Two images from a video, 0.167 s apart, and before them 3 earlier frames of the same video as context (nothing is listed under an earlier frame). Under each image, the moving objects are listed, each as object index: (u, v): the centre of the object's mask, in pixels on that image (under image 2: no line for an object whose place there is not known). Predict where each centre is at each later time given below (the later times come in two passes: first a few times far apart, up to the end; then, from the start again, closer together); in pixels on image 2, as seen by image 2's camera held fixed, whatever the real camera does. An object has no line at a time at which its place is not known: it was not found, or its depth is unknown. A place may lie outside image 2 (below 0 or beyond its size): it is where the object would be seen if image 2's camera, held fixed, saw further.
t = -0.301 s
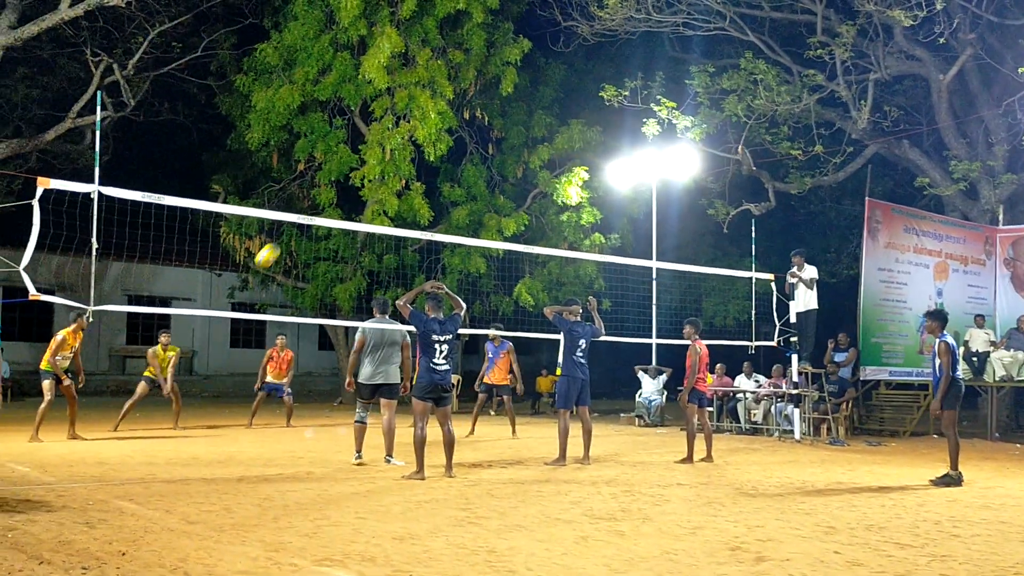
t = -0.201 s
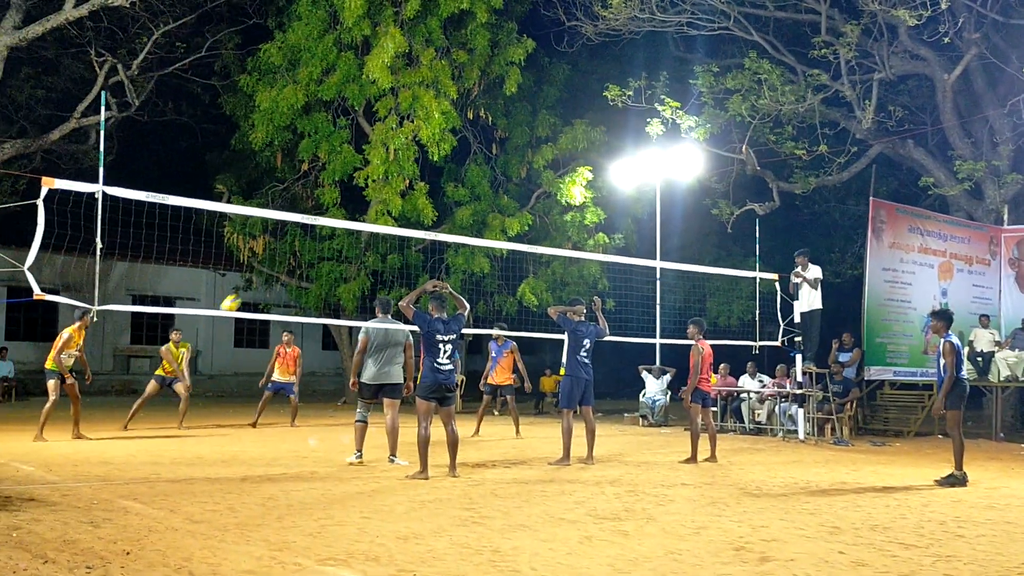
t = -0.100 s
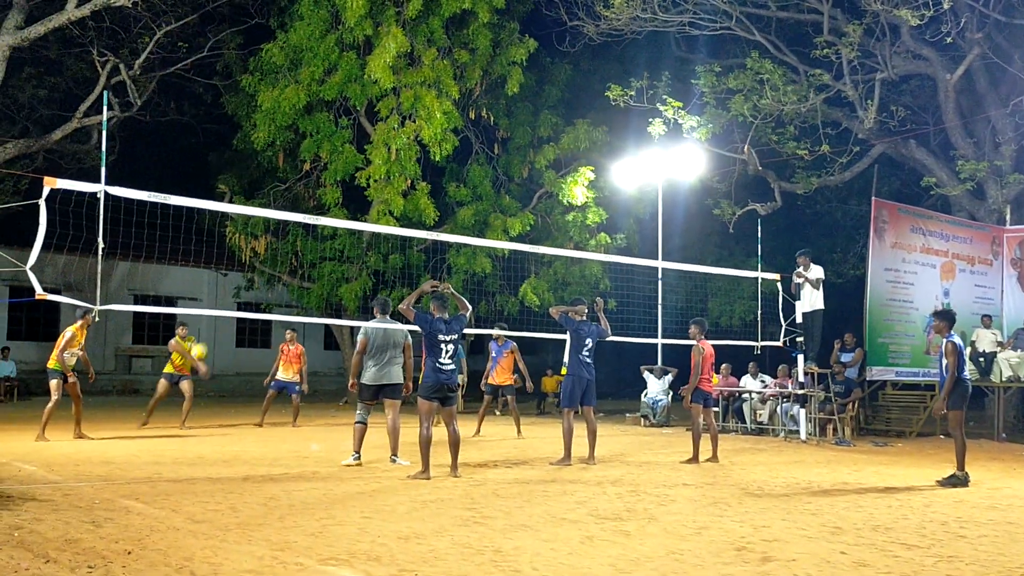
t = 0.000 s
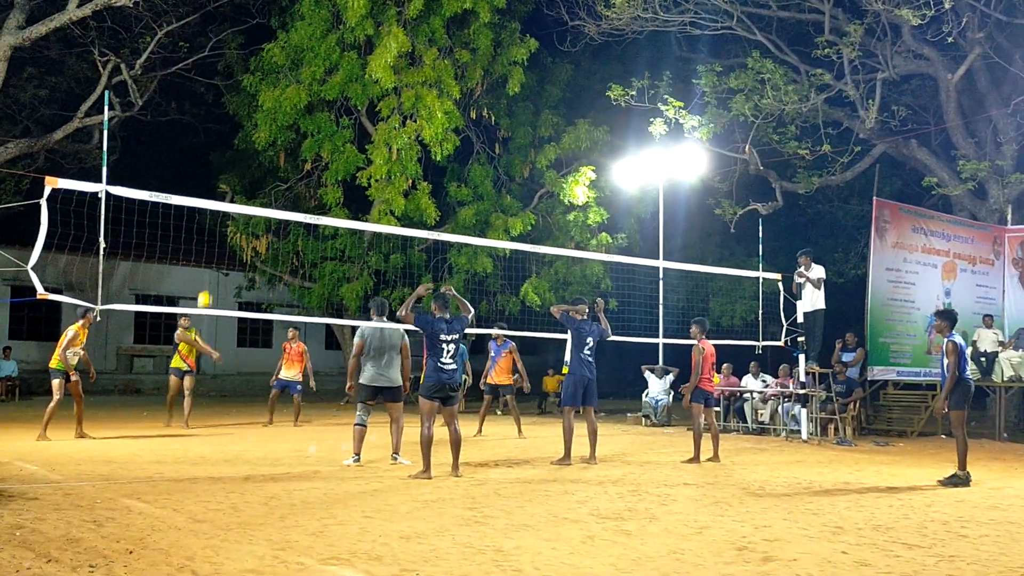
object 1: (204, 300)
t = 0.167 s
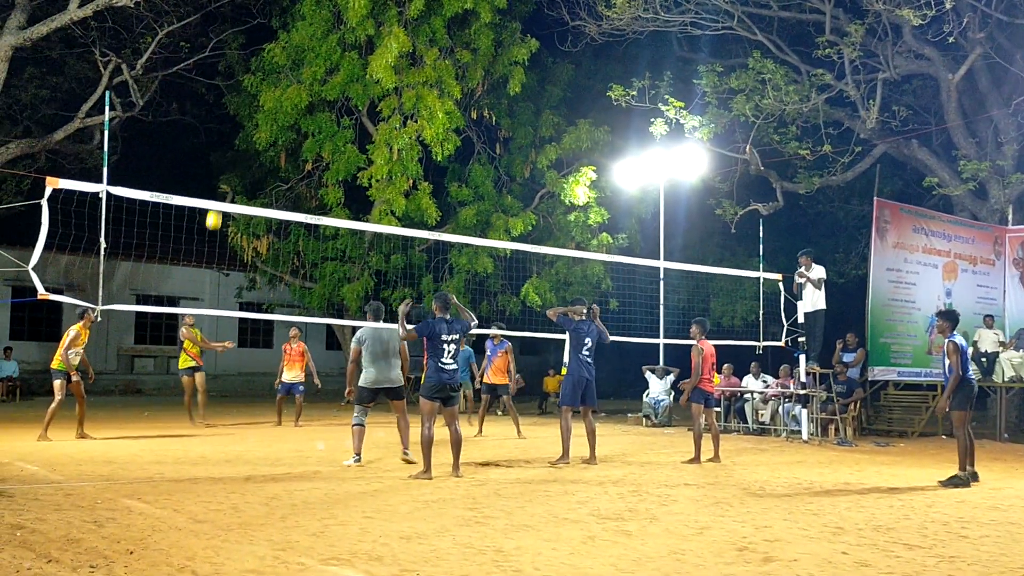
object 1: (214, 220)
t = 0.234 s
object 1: (217, 192)
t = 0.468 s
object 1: (225, 112)
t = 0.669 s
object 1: (231, 68)
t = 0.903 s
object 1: (237, 49)
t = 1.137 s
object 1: (242, 69)
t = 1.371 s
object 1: (248, 137)
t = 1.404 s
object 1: (248, 150)
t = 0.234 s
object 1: (217, 192)
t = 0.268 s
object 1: (218, 179)
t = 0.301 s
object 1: (219, 166)
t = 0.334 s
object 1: (220, 154)
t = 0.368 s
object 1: (222, 143)
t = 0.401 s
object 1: (223, 132)
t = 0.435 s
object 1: (224, 122)
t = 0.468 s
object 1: (225, 112)
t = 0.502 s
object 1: (226, 103)
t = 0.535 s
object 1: (227, 95)
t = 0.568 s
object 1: (228, 87)
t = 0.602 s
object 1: (229, 80)
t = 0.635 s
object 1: (230, 74)
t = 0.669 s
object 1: (231, 68)
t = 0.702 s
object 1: (232, 63)
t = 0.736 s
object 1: (233, 59)
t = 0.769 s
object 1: (234, 56)
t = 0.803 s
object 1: (235, 53)
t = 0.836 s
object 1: (235, 51)
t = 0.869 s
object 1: (236, 49)
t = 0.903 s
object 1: (237, 49)
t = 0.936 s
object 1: (237, 49)
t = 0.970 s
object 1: (238, 51)
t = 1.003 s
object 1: (239, 53)
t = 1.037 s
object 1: (240, 56)
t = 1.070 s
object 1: (241, 59)
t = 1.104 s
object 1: (241, 64)
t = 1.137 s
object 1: (242, 69)
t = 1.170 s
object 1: (243, 76)
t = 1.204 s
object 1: (243, 83)
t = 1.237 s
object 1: (244, 92)
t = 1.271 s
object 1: (245, 102)
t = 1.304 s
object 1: (246, 113)
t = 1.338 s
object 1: (247, 124)
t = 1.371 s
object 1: (248, 137)
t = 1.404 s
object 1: (248, 150)
